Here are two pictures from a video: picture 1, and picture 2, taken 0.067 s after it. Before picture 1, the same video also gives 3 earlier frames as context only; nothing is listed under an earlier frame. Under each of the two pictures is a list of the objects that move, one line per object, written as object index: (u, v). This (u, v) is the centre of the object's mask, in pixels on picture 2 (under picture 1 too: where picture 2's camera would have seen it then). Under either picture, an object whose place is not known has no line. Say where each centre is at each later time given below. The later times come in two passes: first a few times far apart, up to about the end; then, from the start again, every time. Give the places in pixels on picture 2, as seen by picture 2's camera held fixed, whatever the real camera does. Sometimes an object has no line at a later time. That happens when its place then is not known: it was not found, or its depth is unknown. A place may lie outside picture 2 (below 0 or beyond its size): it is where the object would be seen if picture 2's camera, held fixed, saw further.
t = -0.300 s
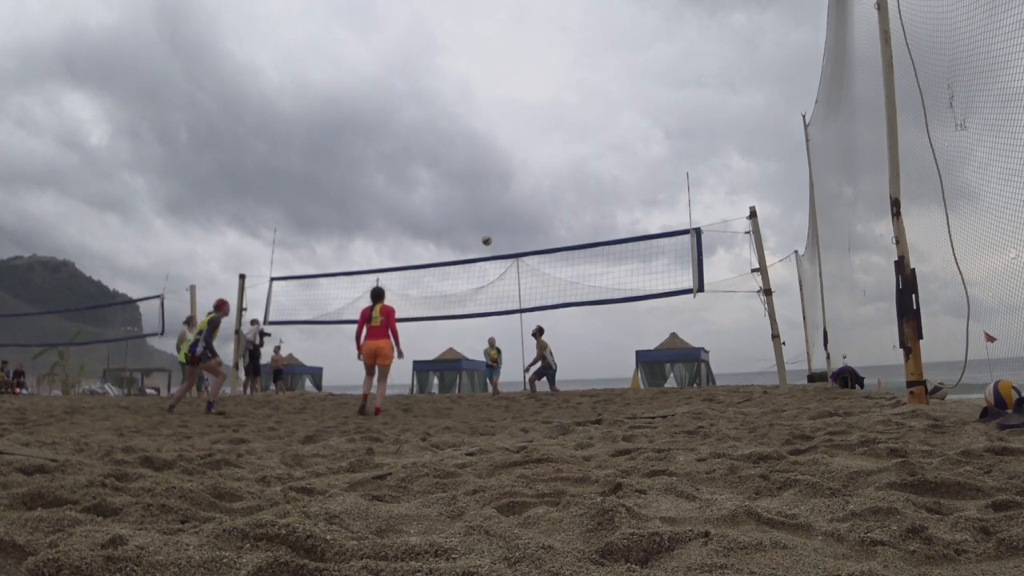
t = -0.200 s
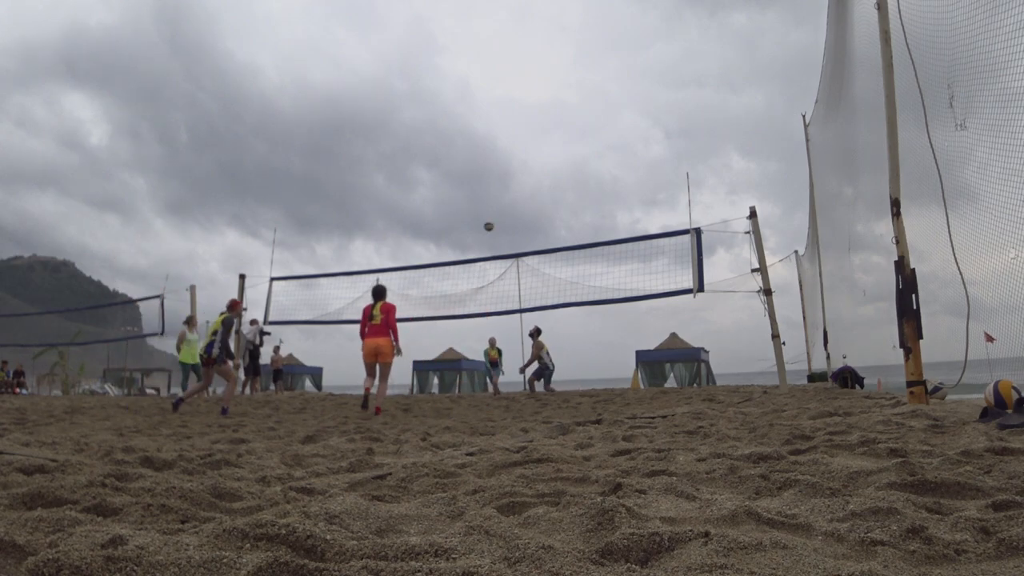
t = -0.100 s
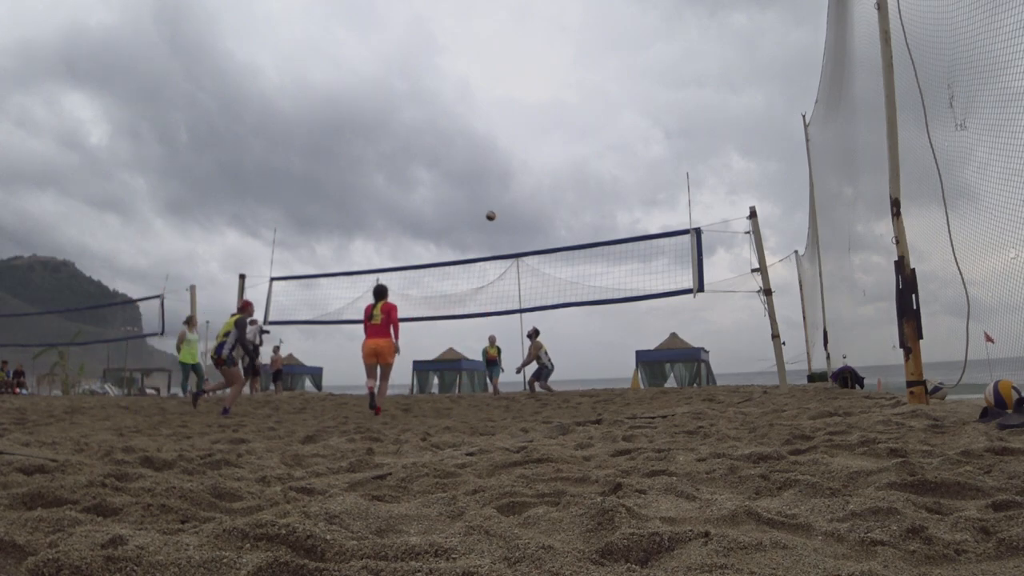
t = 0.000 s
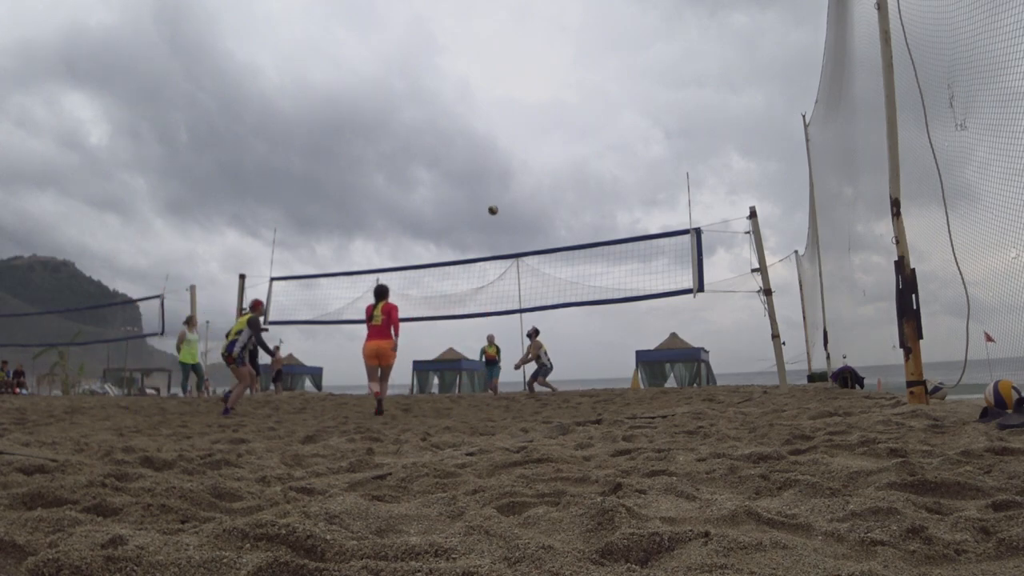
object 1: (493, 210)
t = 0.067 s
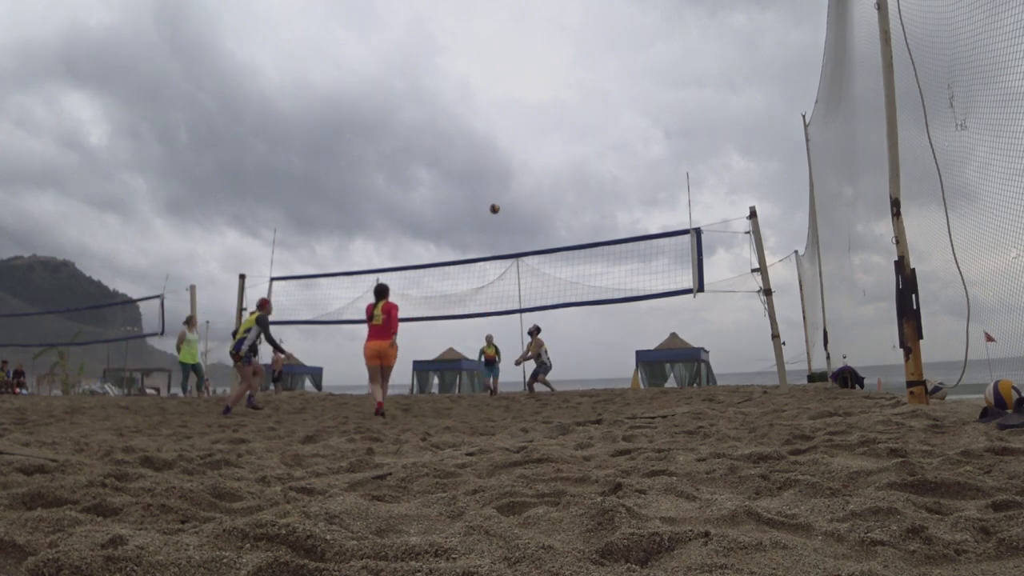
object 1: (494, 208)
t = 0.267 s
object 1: (500, 217)
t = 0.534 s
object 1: (510, 262)
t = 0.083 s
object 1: (495, 208)
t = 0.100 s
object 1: (495, 208)
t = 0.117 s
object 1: (495, 209)
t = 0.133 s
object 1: (496, 209)
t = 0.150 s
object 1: (496, 210)
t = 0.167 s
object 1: (497, 210)
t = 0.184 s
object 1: (498, 211)
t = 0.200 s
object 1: (498, 212)
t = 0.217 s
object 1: (498, 213)
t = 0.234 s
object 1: (499, 214)
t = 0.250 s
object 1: (500, 216)
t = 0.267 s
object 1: (500, 217)
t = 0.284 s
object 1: (500, 219)
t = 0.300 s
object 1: (501, 220)
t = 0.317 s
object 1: (502, 222)
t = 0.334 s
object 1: (502, 224)
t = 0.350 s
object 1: (503, 226)
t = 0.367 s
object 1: (503, 229)
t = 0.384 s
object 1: (504, 231)
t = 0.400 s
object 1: (504, 234)
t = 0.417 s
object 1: (505, 236)
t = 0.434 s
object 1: (505, 239)
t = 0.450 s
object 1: (506, 243)
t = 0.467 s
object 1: (506, 246)
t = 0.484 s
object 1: (507, 249)
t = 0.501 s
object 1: (507, 251)
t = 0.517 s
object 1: (509, 260)
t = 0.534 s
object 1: (510, 262)
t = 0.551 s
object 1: (510, 264)
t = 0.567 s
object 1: (511, 269)
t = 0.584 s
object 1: (511, 274)
